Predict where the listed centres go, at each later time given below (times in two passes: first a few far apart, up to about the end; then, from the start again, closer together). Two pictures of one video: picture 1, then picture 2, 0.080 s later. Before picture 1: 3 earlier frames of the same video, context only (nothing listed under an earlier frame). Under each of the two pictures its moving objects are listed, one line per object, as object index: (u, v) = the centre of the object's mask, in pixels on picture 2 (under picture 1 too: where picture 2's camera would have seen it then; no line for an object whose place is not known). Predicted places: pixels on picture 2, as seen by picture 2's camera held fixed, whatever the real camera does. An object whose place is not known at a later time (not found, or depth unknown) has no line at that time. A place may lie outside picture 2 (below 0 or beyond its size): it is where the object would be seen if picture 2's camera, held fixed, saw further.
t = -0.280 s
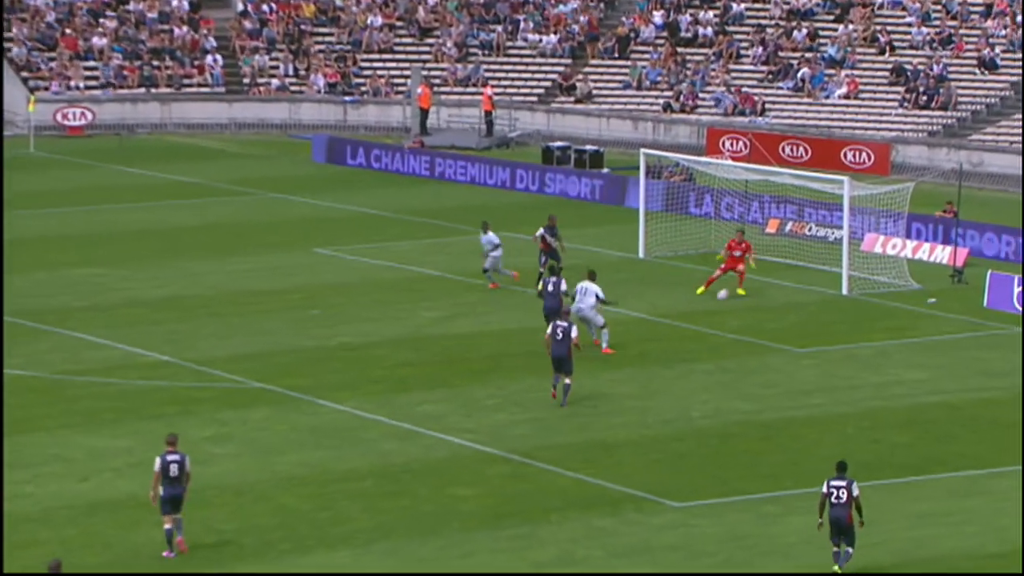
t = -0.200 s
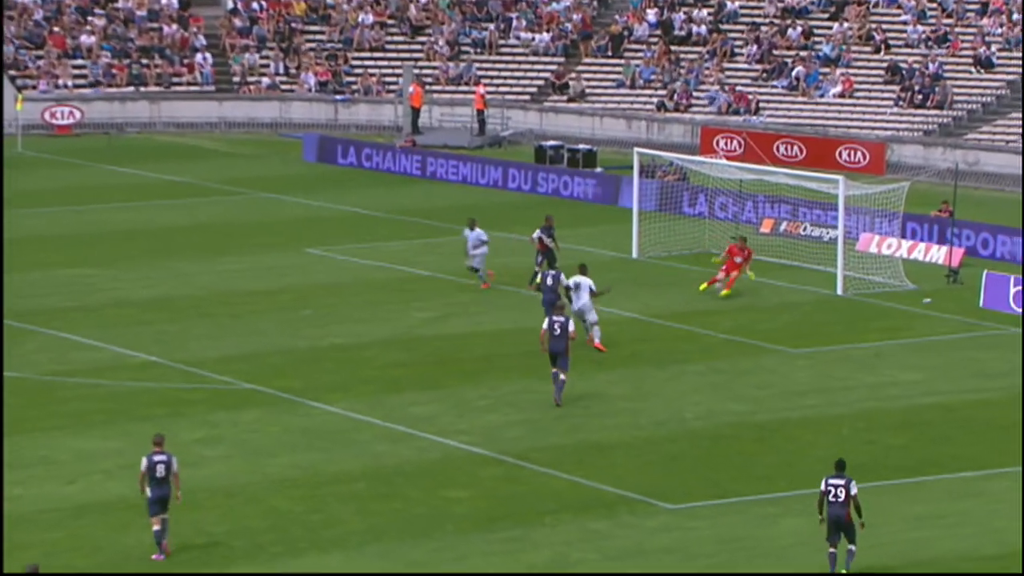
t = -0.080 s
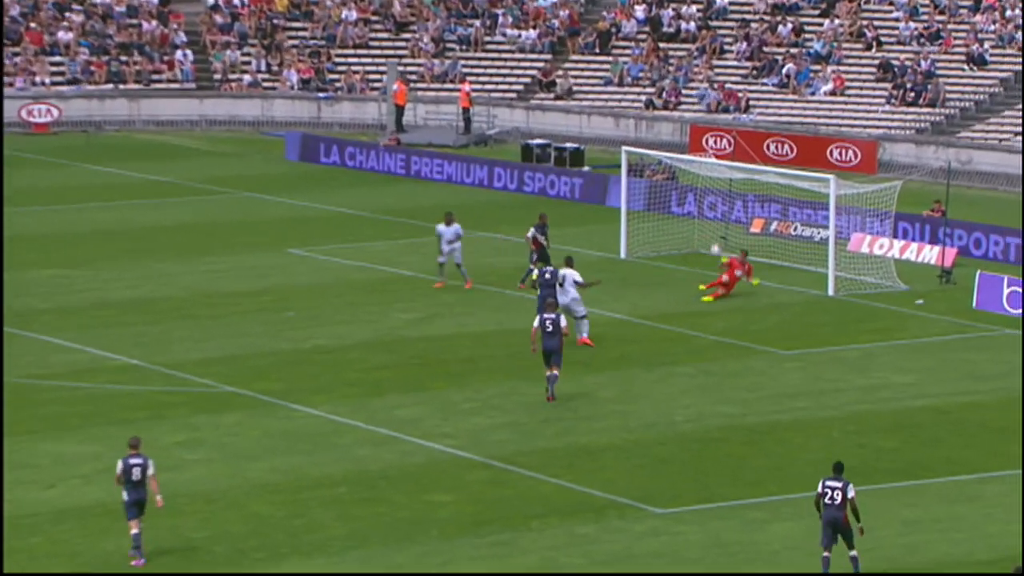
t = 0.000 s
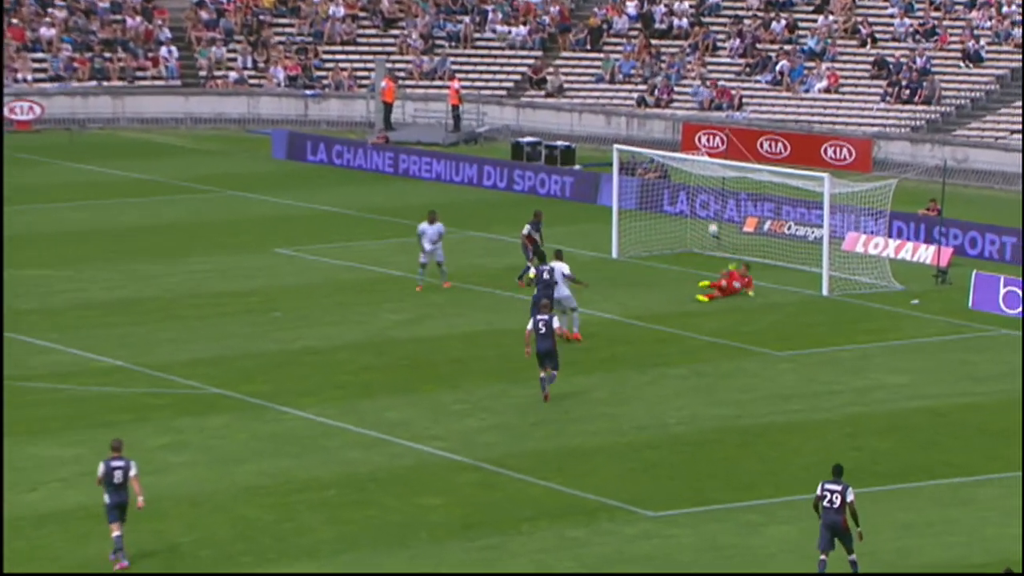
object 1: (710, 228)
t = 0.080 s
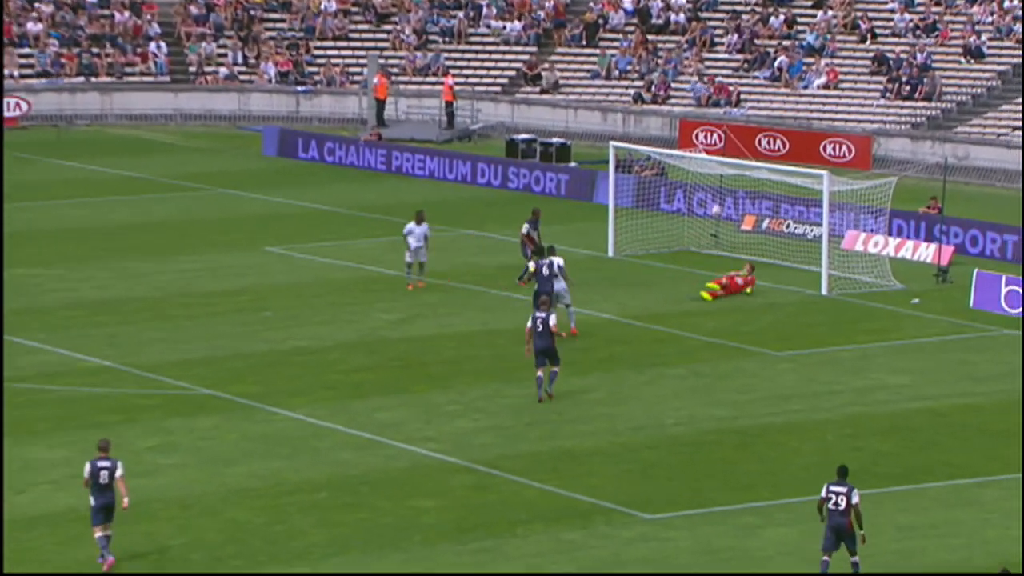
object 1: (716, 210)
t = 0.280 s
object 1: (729, 182)
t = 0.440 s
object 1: (738, 174)
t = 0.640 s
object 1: (746, 181)
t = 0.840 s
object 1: (735, 202)
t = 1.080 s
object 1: (717, 242)
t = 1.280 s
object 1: (705, 234)
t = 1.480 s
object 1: (691, 241)
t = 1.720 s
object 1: (676, 241)
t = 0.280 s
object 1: (729, 182)
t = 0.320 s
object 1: (732, 178)
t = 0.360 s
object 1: (734, 176)
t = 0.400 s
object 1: (736, 174)
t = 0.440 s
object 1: (738, 174)
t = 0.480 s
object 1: (743, 174)
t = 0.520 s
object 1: (744, 175)
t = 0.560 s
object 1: (746, 176)
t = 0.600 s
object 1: (746, 179)
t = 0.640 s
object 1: (746, 181)
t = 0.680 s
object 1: (743, 185)
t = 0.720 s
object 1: (742, 188)
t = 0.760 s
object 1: (741, 193)
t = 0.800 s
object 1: (738, 198)
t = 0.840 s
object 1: (735, 202)
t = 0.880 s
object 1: (733, 208)
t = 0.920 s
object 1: (729, 214)
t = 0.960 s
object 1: (726, 221)
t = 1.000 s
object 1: (723, 228)
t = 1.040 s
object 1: (720, 235)
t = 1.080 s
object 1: (717, 242)
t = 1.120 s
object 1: (715, 240)
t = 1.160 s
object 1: (713, 237)
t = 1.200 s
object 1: (710, 235)
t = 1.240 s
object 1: (707, 234)
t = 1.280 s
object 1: (705, 234)
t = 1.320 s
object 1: (702, 235)
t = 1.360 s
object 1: (699, 236)
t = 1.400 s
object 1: (697, 236)
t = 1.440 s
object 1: (694, 239)
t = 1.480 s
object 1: (691, 241)
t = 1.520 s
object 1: (689, 241)
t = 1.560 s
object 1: (687, 240)
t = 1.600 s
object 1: (684, 240)
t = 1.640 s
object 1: (682, 240)
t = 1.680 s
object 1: (679, 241)
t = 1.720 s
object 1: (676, 241)
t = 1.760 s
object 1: (674, 241)
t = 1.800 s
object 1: (671, 241)
